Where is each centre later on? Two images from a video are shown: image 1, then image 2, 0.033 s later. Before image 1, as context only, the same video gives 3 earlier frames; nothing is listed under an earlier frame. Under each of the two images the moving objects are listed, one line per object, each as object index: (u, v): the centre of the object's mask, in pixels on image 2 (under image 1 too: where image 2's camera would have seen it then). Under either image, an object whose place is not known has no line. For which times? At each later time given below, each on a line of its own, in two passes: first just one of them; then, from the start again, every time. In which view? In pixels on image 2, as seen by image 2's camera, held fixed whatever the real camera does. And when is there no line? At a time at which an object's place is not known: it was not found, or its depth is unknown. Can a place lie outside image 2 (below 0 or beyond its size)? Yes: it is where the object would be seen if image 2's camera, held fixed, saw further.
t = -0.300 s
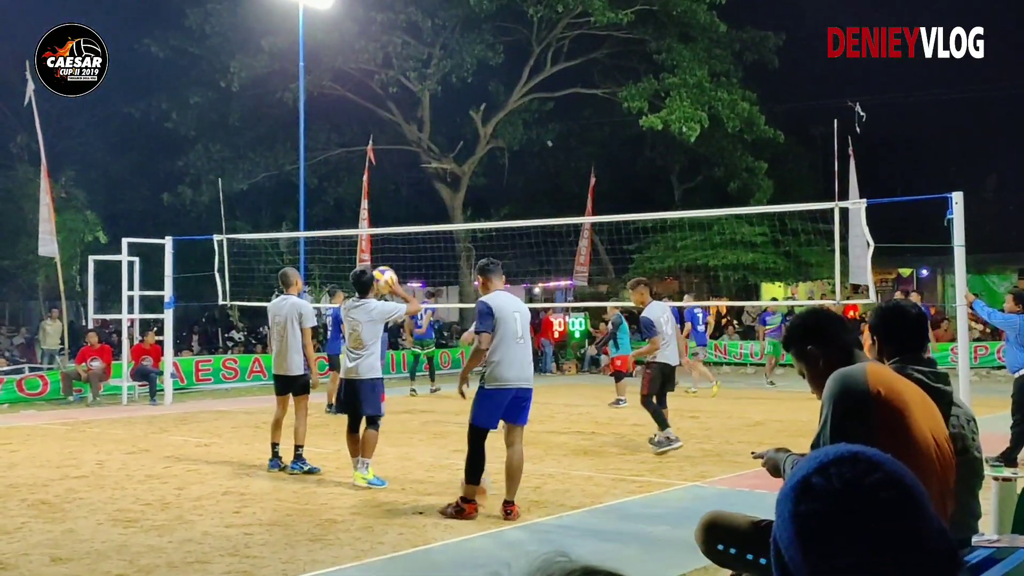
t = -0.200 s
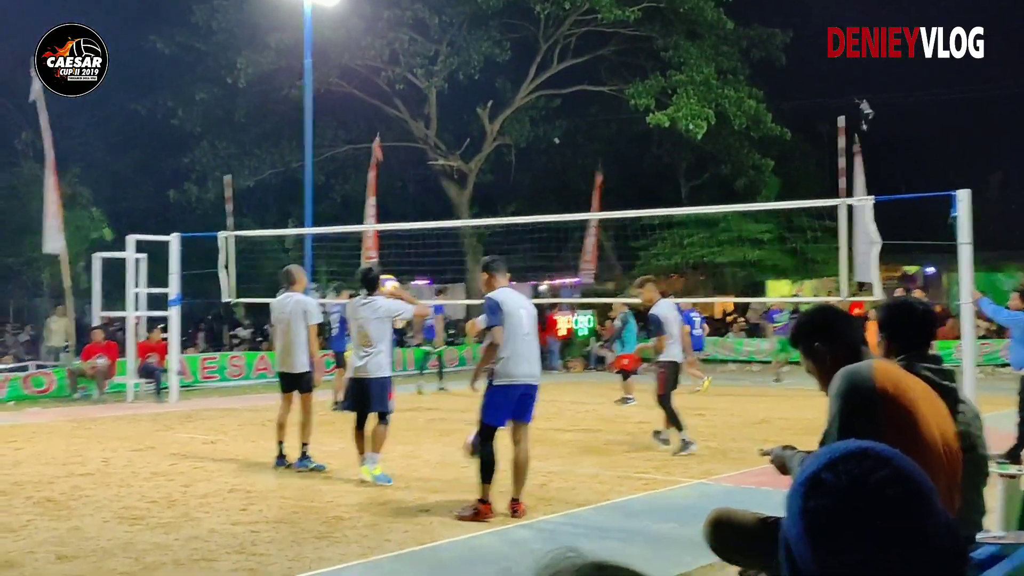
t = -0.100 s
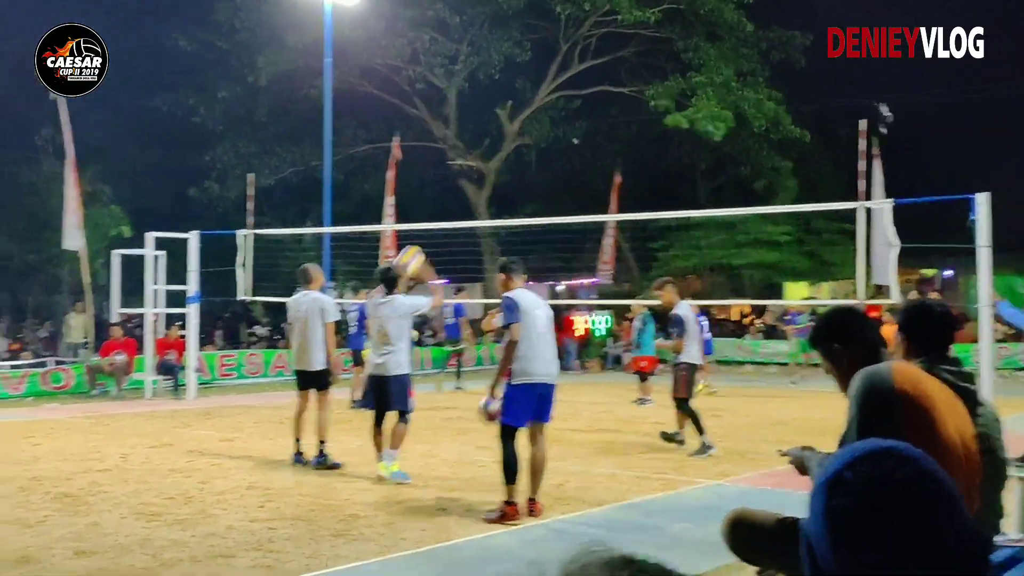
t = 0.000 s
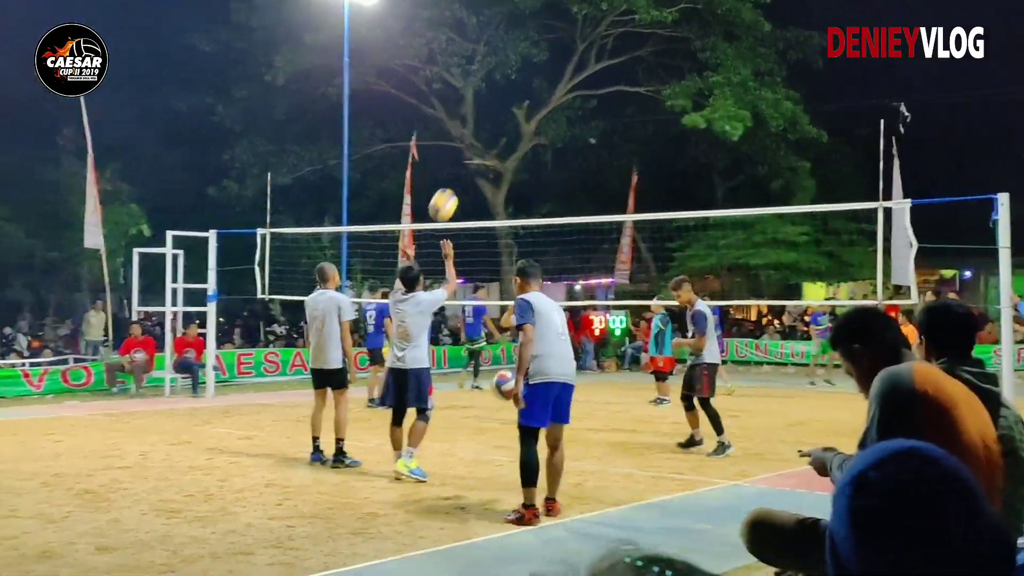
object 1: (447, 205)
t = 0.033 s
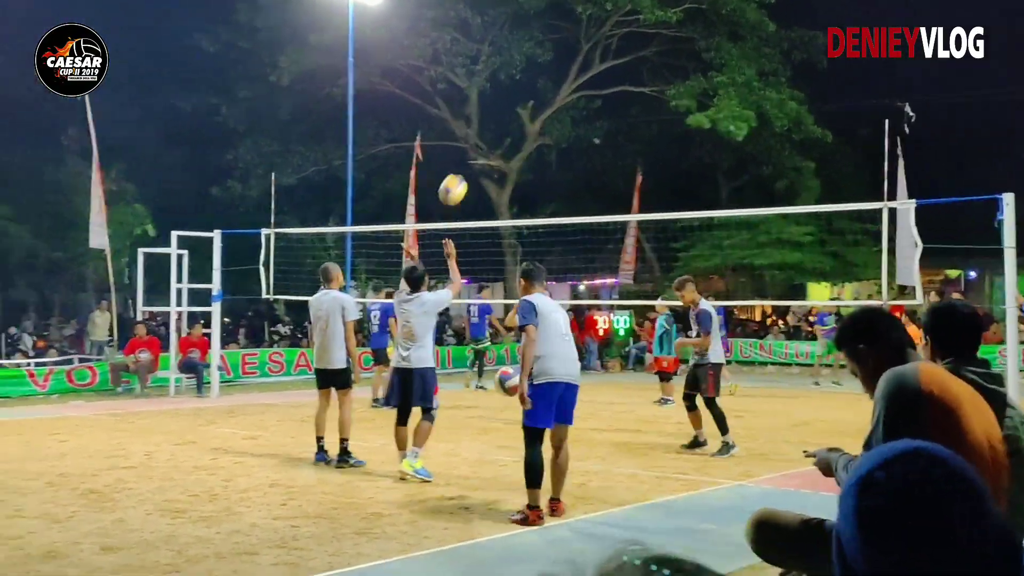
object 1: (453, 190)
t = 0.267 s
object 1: (492, 123)
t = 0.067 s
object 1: (459, 176)
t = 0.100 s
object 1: (464, 164)
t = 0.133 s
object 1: (470, 152)
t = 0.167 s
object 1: (475, 143)
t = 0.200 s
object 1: (481, 135)
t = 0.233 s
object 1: (487, 129)
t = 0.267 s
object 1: (492, 123)
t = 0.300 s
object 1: (498, 119)
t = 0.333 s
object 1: (504, 116)
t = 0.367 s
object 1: (509, 114)
